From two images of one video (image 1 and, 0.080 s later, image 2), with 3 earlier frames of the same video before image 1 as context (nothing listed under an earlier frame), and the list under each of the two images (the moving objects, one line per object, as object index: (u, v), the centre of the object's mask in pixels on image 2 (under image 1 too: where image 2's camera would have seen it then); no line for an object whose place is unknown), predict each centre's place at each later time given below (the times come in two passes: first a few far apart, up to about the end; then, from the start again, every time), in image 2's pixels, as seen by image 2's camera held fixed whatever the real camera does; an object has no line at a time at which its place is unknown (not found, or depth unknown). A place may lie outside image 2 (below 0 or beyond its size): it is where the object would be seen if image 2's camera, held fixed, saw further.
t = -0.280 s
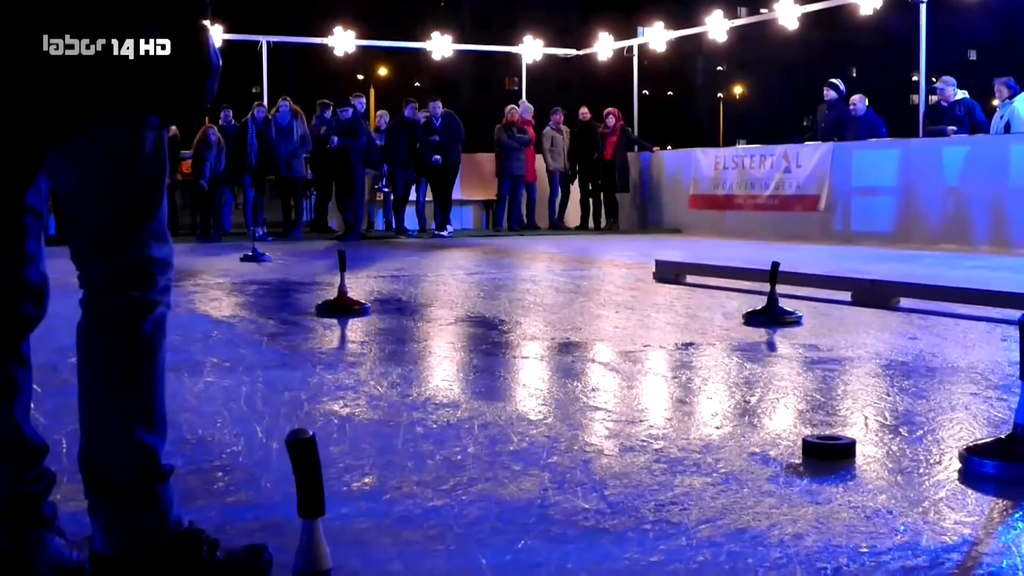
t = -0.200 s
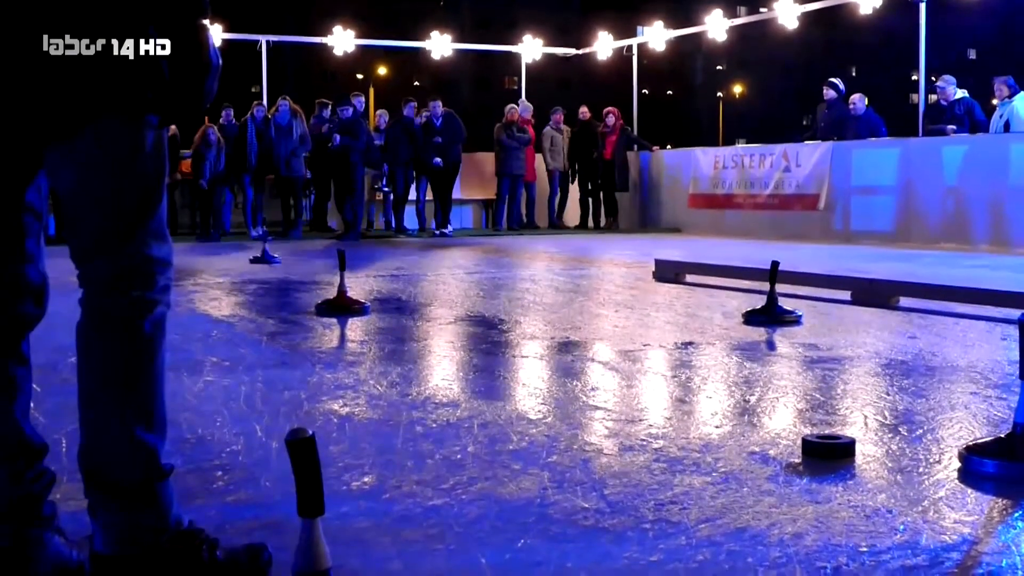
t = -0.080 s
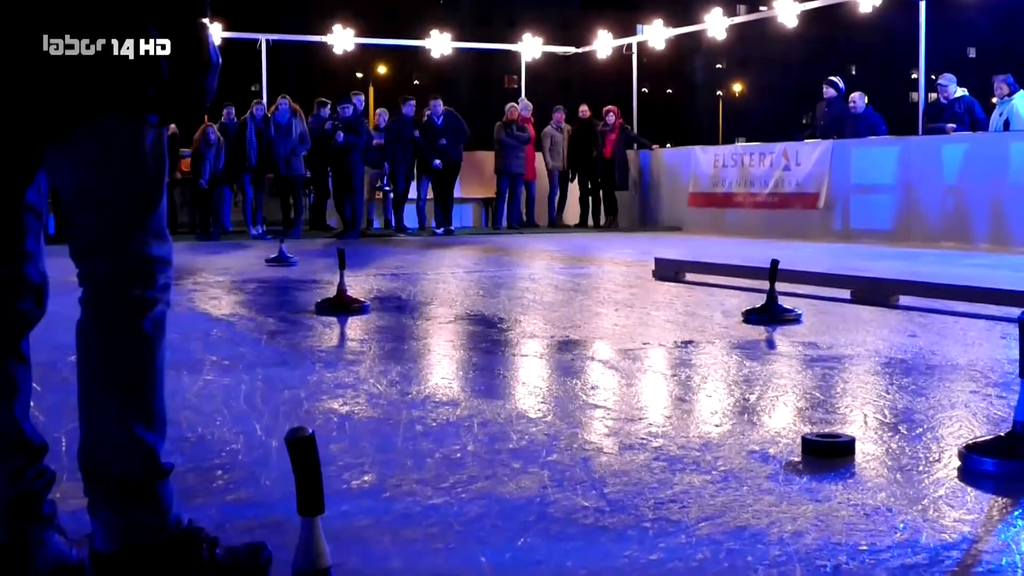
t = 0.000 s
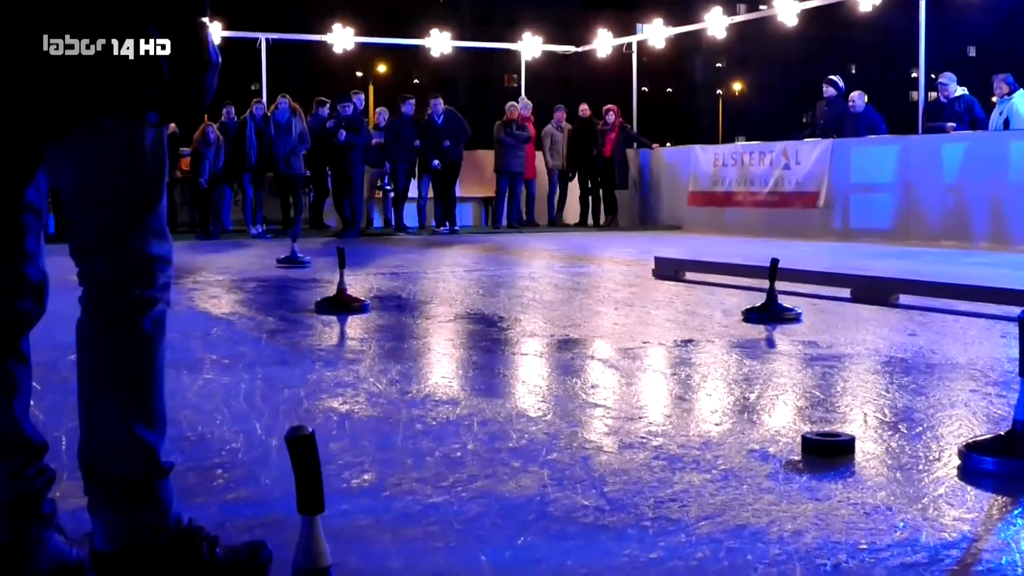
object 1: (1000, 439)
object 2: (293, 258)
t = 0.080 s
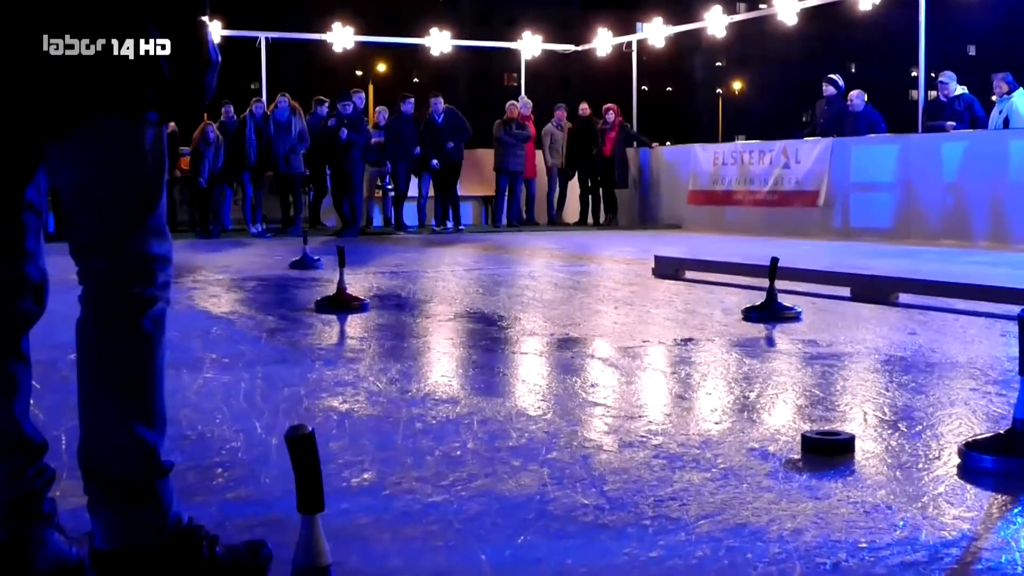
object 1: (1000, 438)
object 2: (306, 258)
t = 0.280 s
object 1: (1002, 436)
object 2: (338, 265)
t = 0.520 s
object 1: (1005, 435)
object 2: (383, 273)
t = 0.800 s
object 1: (1011, 433)
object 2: (442, 285)
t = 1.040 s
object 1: (1018, 437)
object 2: (498, 295)
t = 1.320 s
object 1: (1026, 439)
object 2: (571, 309)
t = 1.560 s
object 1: (1027, 439)
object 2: (641, 322)
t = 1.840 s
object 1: (1028, 440)
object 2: (729, 337)
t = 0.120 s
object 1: (1000, 437)
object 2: (313, 259)
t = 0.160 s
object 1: (1001, 437)
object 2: (319, 261)
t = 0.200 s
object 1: (1001, 436)
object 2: (324, 261)
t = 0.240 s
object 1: (1001, 436)
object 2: (330, 262)
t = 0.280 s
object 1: (1002, 436)
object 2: (338, 265)
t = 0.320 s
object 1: (1002, 436)
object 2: (348, 265)
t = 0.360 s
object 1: (1002, 436)
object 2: (356, 266)
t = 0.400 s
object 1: (1001, 440)
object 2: (361, 268)
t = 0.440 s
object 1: (1002, 439)
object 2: (368, 270)
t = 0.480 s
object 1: (1003, 437)
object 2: (375, 272)
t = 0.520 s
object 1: (1005, 435)
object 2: (383, 273)
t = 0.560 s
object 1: (1006, 433)
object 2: (390, 275)
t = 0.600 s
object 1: (1008, 431)
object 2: (399, 276)
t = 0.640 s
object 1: (1009, 431)
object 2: (407, 278)
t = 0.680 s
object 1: (1010, 432)
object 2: (416, 279)
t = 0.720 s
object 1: (1010, 432)
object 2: (424, 281)
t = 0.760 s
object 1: (1011, 432)
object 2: (433, 283)
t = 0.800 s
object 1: (1011, 433)
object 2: (442, 285)
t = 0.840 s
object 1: (1012, 433)
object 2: (451, 287)
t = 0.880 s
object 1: (1012, 434)
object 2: (460, 288)
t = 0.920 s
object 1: (1013, 435)
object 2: (469, 289)
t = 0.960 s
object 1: (1015, 436)
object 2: (479, 291)
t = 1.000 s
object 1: (1016, 436)
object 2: (488, 293)
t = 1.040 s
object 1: (1018, 437)
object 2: (498, 295)
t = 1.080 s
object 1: (1020, 438)
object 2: (508, 296)
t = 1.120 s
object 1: (1022, 439)
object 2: (518, 300)
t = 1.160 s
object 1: (1024, 439)
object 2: (529, 302)
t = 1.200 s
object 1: (1026, 440)
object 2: (539, 304)
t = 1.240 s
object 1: (1026, 440)
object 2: (549, 306)
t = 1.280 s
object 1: (1026, 440)
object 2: (560, 308)
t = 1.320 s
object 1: (1026, 439)
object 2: (571, 309)
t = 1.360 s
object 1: (1026, 439)
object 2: (583, 312)
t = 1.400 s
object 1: (1026, 439)
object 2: (594, 314)
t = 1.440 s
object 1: (1027, 439)
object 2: (605, 317)
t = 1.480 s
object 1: (1027, 438)
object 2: (617, 318)
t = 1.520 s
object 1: (1027, 439)
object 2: (629, 320)
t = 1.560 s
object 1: (1027, 439)
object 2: (641, 322)
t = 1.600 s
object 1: (1027, 439)
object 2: (653, 324)
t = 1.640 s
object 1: (1027, 440)
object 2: (665, 327)
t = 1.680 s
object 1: (1027, 439)
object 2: (677, 329)
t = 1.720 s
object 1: (1027, 440)
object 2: (690, 331)
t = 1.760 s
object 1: (1027, 439)
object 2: (703, 334)
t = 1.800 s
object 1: (1027, 440)
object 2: (716, 336)
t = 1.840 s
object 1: (1028, 440)
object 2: (729, 337)
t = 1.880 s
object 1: (1027, 440)
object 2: (742, 340)
